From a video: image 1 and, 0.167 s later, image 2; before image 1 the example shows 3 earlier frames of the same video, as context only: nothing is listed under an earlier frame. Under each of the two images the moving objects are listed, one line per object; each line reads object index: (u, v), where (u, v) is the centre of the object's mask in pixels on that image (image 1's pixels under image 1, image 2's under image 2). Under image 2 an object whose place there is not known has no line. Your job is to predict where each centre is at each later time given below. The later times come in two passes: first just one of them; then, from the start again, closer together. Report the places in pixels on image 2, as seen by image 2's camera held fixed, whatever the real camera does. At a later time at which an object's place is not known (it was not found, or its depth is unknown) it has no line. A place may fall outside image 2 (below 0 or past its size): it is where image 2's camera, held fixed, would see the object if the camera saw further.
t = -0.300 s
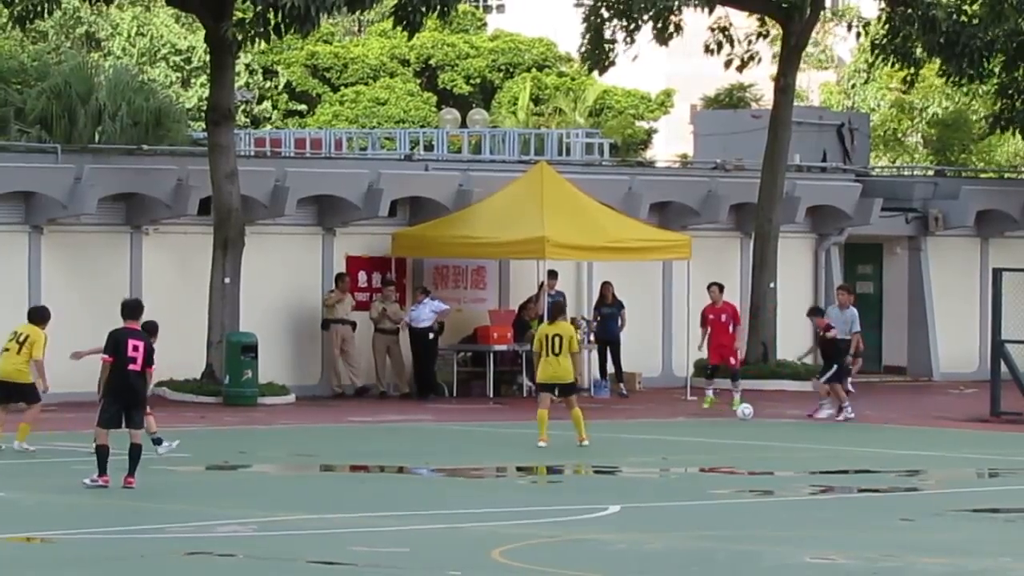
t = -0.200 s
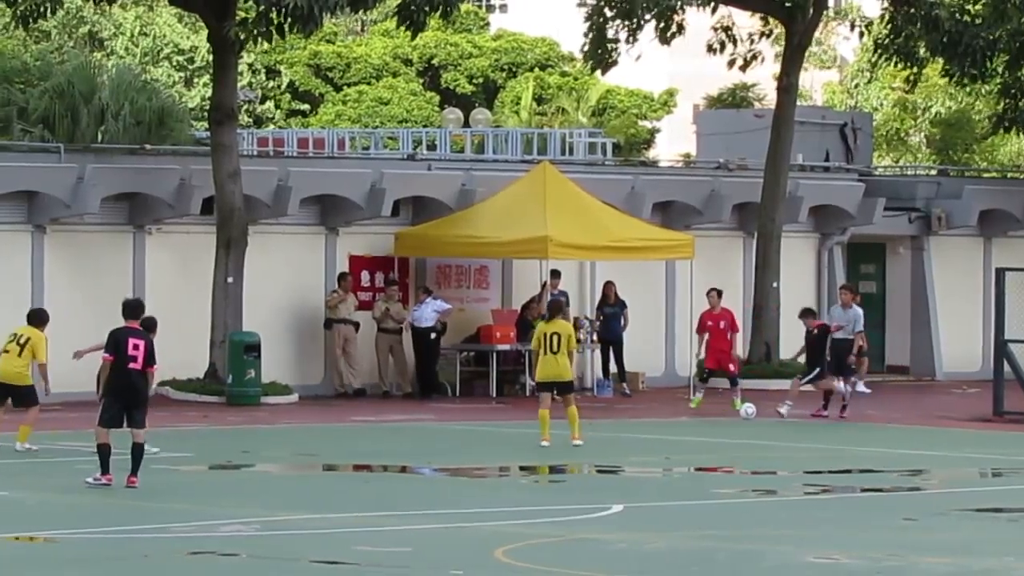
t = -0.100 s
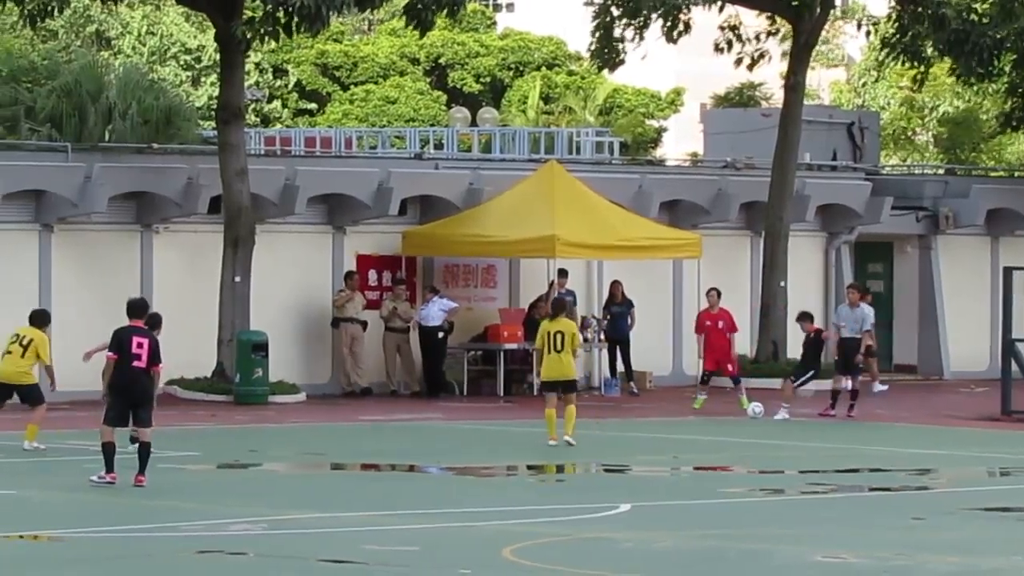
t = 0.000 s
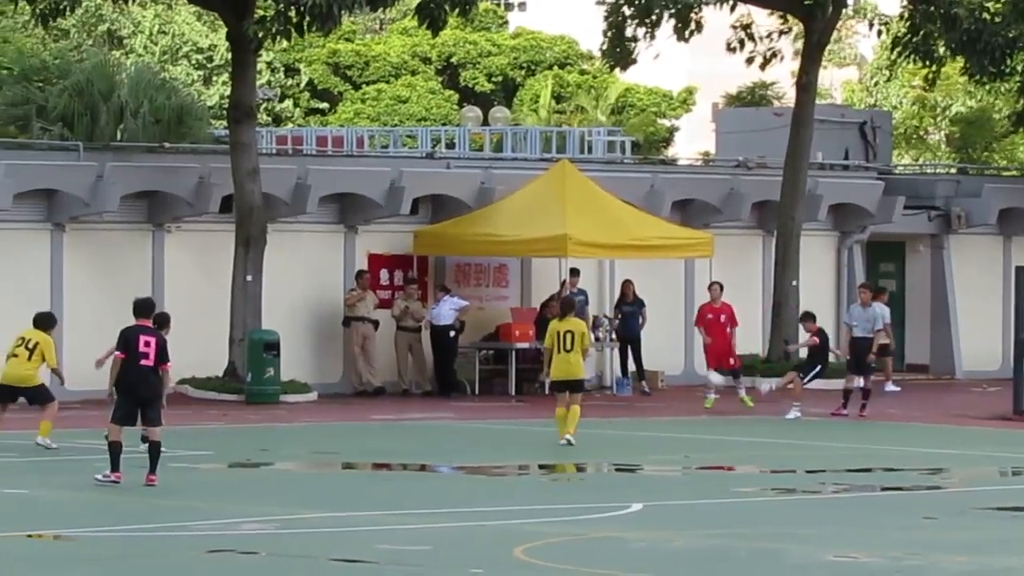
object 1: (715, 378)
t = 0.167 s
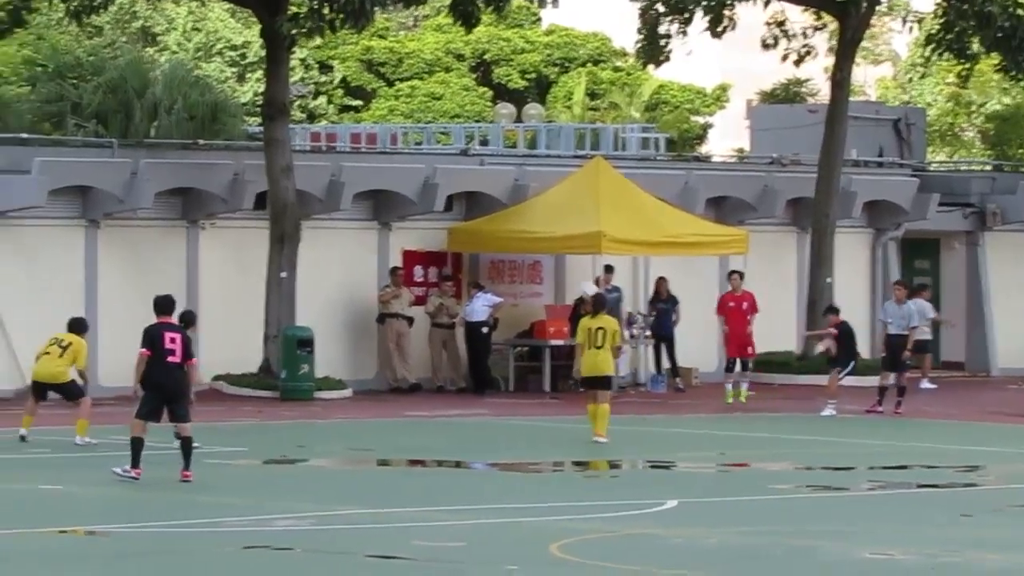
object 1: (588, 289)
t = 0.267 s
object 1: (494, 248)
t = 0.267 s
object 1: (494, 248)
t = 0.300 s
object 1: (463, 235)
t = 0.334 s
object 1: (433, 221)
